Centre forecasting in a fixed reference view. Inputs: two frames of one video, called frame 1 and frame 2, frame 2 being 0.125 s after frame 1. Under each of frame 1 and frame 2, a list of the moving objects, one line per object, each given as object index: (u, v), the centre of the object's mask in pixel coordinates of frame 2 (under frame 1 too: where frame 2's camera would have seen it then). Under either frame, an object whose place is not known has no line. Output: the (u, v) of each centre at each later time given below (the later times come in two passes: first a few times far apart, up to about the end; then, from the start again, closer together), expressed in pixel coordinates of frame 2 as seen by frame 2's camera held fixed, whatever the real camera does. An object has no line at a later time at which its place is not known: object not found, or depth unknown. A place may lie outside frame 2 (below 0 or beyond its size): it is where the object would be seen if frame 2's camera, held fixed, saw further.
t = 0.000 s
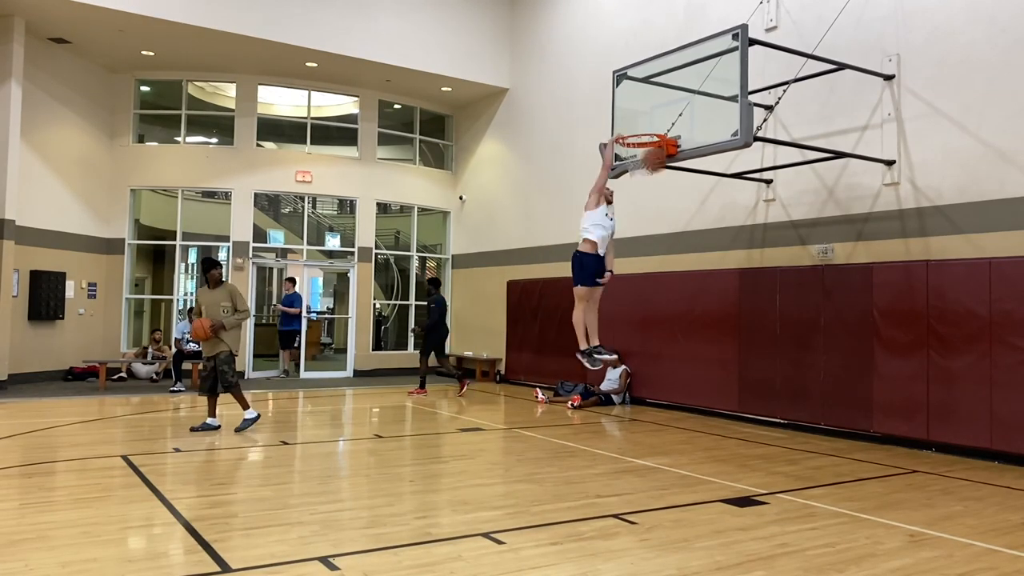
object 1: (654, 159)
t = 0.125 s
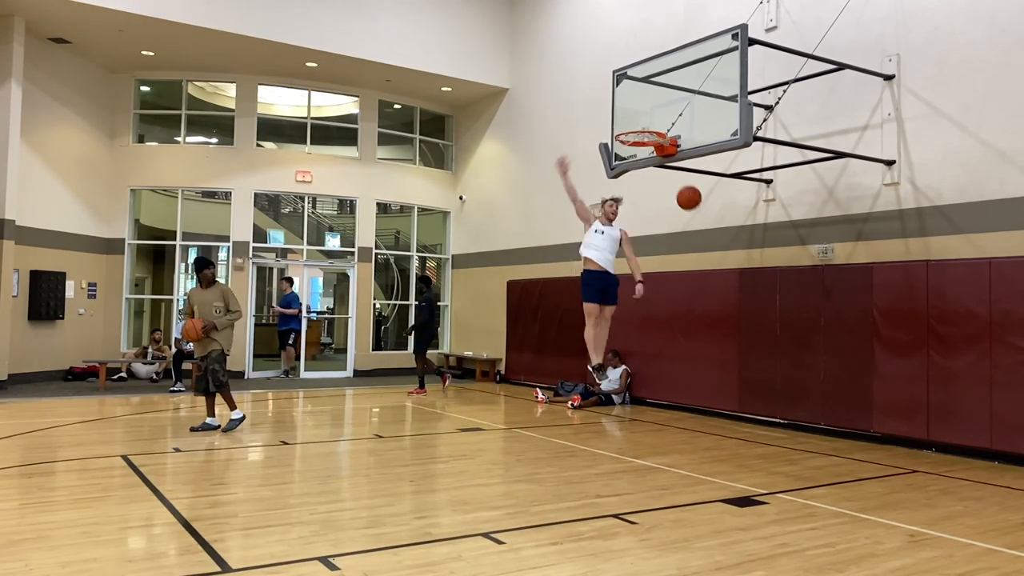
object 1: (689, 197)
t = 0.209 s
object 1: (707, 235)
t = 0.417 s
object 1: (755, 358)
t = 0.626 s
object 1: (777, 400)
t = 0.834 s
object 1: (763, 324)
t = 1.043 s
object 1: (747, 293)
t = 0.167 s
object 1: (698, 215)
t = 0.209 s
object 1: (707, 235)
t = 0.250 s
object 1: (717, 255)
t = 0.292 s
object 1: (726, 278)
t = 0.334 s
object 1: (736, 303)
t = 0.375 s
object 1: (745, 330)
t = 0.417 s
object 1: (755, 358)
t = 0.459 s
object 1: (765, 389)
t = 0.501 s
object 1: (775, 419)
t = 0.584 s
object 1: (780, 421)
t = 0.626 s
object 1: (777, 400)
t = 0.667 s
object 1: (774, 382)
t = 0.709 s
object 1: (772, 365)
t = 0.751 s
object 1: (769, 350)
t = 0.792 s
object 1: (766, 336)
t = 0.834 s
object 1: (763, 324)
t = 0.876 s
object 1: (760, 314)
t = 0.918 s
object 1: (757, 306)
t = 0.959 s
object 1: (753, 300)
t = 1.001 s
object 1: (751, 295)
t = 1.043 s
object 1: (747, 293)
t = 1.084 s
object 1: (744, 292)
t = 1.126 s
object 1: (741, 292)
